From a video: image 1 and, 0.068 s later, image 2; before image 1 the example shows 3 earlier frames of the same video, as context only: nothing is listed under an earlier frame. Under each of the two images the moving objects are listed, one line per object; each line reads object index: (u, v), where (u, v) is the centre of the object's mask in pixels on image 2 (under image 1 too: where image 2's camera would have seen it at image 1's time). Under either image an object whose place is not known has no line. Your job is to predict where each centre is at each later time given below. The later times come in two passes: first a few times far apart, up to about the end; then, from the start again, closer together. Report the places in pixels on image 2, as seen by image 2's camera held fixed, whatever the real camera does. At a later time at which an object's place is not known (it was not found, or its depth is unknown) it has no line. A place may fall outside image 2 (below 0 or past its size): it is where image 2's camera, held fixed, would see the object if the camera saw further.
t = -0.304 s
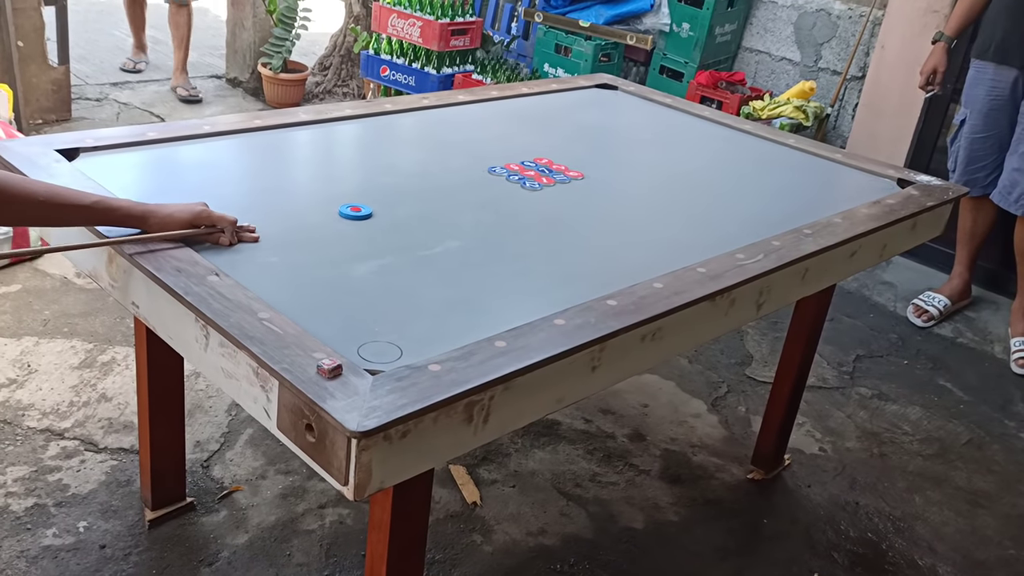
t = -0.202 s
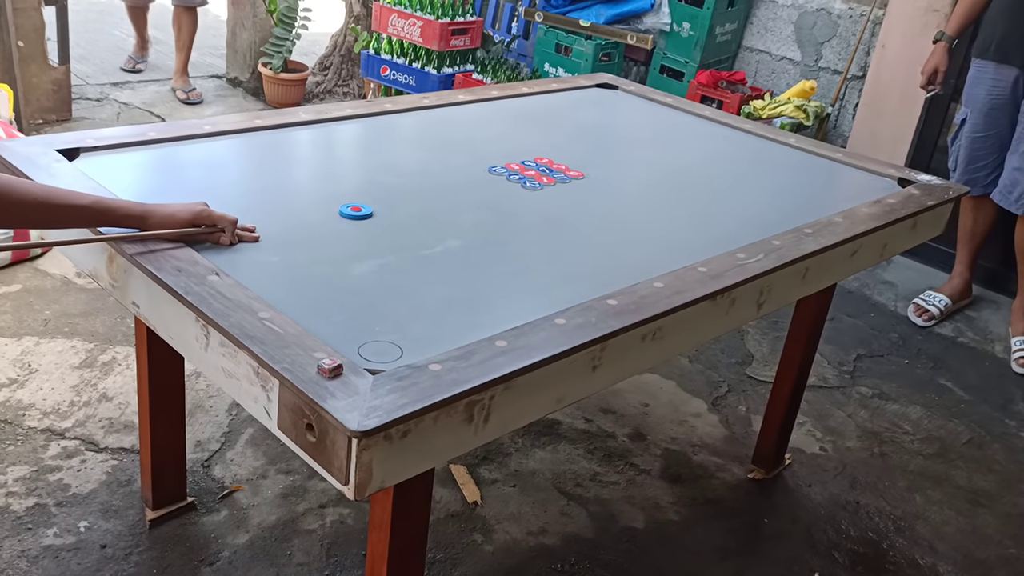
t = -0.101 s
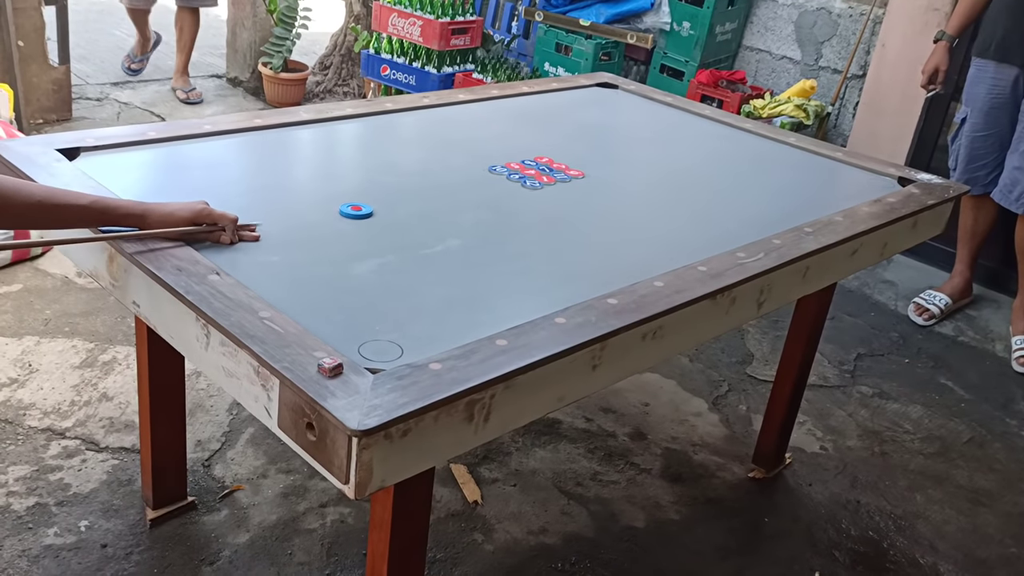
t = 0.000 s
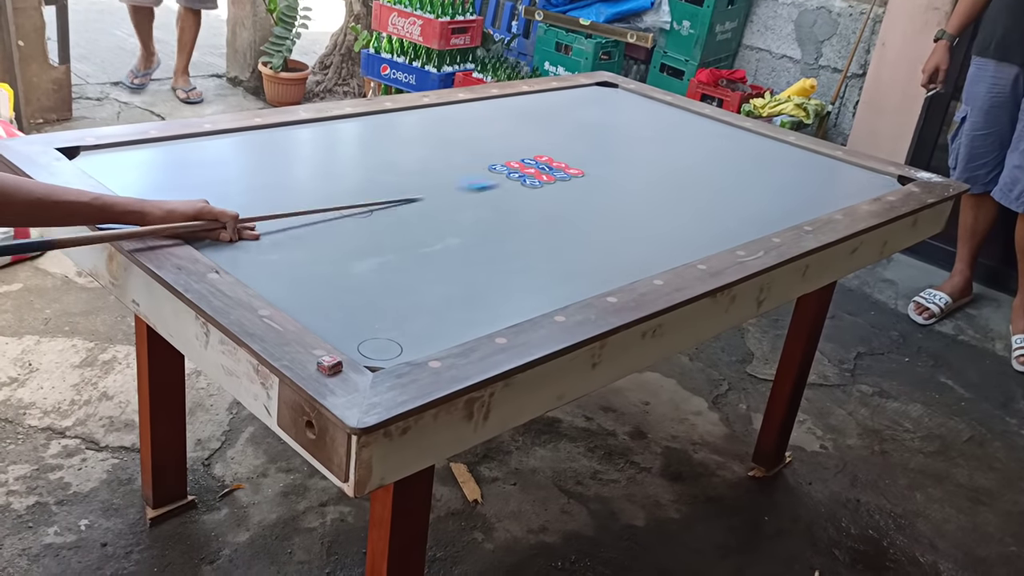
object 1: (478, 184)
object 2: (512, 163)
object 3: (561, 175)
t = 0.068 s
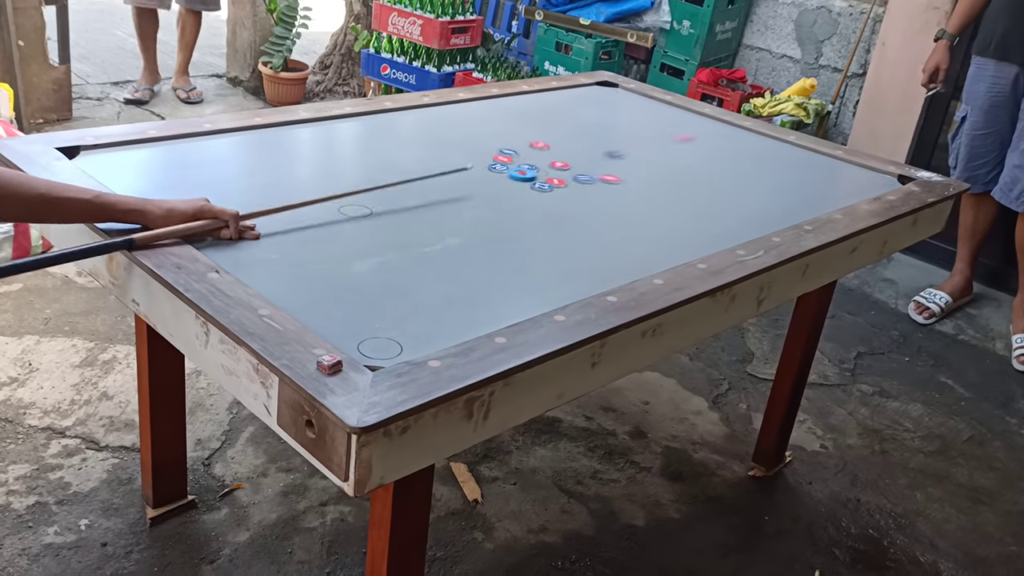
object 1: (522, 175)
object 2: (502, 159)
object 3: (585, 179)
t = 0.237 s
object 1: (580, 166)
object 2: (472, 146)
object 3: (670, 195)
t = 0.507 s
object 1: (605, 138)
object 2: (432, 130)
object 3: (676, 259)
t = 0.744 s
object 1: (584, 107)
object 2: (390, 124)
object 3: (525, 280)
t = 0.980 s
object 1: (587, 93)
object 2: (356, 119)
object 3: (351, 300)
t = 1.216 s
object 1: (635, 101)
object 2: (355, 123)
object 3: (328, 263)
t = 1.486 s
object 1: (674, 109)
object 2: (353, 125)
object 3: (371, 211)
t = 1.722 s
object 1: (680, 112)
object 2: (353, 125)
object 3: (398, 179)
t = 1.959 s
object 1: (677, 112)
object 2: (353, 125)
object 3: (418, 155)
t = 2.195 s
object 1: (678, 112)
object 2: (354, 125)
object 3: (430, 138)
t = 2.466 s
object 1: (678, 112)
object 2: (354, 125)
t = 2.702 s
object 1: (678, 112)
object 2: (354, 125)
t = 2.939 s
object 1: (678, 112)
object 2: (354, 126)
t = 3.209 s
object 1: (678, 112)
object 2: (354, 126)
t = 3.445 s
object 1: (678, 112)
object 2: (354, 125)
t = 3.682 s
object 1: (678, 112)
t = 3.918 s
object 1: (678, 112)
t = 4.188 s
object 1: (678, 112)
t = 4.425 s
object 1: (678, 112)
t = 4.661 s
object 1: (678, 112)
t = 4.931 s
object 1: (678, 112)
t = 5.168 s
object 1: (678, 112)
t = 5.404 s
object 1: (678, 112)
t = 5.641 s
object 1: (678, 112)
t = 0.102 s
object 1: (535, 173)
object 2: (495, 156)
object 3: (601, 182)
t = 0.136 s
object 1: (547, 171)
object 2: (489, 153)
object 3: (619, 185)
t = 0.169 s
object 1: (558, 169)
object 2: (483, 151)
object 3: (636, 188)
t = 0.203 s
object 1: (569, 167)
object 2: (477, 148)
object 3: (653, 192)
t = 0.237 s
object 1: (580, 166)
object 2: (472, 146)
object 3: (670, 195)
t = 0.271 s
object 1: (590, 164)
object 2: (466, 144)
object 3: (686, 198)
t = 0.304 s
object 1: (600, 163)
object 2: (461, 141)
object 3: (715, 209)
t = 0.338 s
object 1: (609, 161)
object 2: (456, 139)
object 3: (710, 217)
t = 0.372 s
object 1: (618, 160)
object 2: (451, 137)
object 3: (704, 225)
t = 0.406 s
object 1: (617, 155)
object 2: (447, 135)
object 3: (697, 233)
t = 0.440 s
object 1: (612, 149)
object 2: (442, 133)
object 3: (691, 242)
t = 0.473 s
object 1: (608, 143)
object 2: (437, 131)
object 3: (684, 251)
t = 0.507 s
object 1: (605, 138)
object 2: (432, 130)
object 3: (676, 259)
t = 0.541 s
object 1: (601, 132)
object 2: (426, 129)
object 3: (659, 264)
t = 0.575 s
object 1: (598, 127)
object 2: (420, 128)
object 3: (639, 267)
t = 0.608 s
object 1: (595, 123)
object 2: (413, 127)
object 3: (616, 269)
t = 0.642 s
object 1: (592, 119)
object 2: (408, 126)
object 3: (594, 272)
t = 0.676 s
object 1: (589, 115)
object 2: (401, 125)
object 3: (572, 274)
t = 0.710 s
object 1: (586, 111)
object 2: (396, 125)
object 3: (548, 277)
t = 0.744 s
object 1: (584, 107)
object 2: (390, 124)
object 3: (525, 280)
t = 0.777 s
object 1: (582, 104)
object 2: (385, 123)
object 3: (501, 282)
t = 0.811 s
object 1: (579, 101)
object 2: (380, 122)
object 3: (477, 285)
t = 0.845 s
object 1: (577, 97)
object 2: (375, 121)
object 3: (453, 288)
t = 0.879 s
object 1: (575, 94)
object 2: (370, 121)
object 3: (428, 291)
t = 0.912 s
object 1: (572, 91)
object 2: (366, 121)
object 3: (403, 294)
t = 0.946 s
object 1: (580, 92)
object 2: (361, 120)
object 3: (377, 297)
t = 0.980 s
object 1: (587, 93)
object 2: (356, 119)
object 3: (351, 300)
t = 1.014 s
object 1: (595, 95)
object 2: (355, 119)
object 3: (324, 303)
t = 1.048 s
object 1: (602, 96)
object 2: (355, 120)
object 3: (297, 306)
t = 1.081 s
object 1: (609, 97)
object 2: (355, 121)
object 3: (296, 299)
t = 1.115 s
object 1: (616, 98)
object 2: (356, 122)
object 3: (305, 290)
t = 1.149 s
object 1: (623, 99)
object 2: (355, 122)
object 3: (313, 281)
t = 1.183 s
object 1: (629, 101)
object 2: (355, 123)
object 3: (320, 272)
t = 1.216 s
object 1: (635, 101)
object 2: (355, 123)
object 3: (328, 263)
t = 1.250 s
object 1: (641, 102)
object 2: (355, 124)
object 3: (334, 256)
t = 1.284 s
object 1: (647, 103)
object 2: (355, 124)
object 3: (340, 248)
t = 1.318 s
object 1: (652, 104)
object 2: (354, 124)
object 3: (346, 241)
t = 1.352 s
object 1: (658, 105)
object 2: (354, 124)
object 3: (352, 235)
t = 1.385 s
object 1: (663, 106)
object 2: (354, 125)
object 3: (358, 229)
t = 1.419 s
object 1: (668, 107)
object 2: (354, 125)
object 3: (363, 223)
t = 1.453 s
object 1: (672, 107)
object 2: (354, 125)
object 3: (367, 217)
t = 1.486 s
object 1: (674, 109)
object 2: (353, 125)
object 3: (371, 211)
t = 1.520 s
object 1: (676, 110)
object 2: (353, 125)
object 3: (376, 206)
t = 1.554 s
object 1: (678, 111)
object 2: (353, 125)
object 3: (381, 201)
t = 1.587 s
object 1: (680, 112)
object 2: (354, 125)
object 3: (384, 196)
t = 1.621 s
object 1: (681, 112)
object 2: (354, 125)
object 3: (388, 192)
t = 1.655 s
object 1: (681, 113)
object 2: (354, 125)
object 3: (391, 187)
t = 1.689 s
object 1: (680, 112)
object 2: (353, 125)
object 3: (395, 183)
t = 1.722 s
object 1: (680, 112)
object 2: (353, 125)
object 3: (398, 179)
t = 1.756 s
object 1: (679, 112)
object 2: (353, 125)
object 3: (402, 176)
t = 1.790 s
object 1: (679, 112)
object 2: (354, 125)
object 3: (405, 172)
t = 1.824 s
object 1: (678, 112)
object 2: (354, 125)
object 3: (408, 168)
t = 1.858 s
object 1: (678, 112)
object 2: (354, 125)
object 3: (410, 165)
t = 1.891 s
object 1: (678, 112)
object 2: (353, 125)
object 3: (413, 162)
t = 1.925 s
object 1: (678, 112)
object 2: (353, 125)
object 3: (416, 158)
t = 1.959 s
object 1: (677, 112)
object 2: (353, 125)
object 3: (418, 155)
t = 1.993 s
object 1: (677, 112)
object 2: (354, 125)
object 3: (420, 153)
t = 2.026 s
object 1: (677, 112)
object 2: (353, 125)
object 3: (422, 150)
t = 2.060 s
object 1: (677, 112)
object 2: (354, 125)
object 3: (424, 147)
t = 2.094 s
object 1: (677, 112)
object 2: (353, 125)
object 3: (426, 145)
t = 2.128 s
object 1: (678, 112)
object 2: (353, 125)
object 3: (427, 143)
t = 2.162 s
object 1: (678, 112)
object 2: (353, 125)
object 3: (429, 140)
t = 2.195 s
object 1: (678, 112)
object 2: (354, 125)
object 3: (430, 138)
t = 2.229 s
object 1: (678, 112)
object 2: (353, 125)
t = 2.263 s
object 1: (677, 112)
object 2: (353, 125)
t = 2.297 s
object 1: (678, 112)
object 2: (354, 125)
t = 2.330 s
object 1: (677, 112)
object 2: (354, 125)
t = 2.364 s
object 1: (678, 112)
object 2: (354, 125)
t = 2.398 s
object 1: (678, 112)
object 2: (353, 125)
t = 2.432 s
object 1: (678, 112)
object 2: (354, 125)
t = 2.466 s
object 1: (678, 112)
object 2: (354, 125)
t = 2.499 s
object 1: (678, 112)
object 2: (354, 126)
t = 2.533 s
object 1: (677, 112)
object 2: (354, 125)
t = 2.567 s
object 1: (677, 112)
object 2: (354, 125)
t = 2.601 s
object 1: (678, 112)
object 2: (353, 125)
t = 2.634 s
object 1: (678, 112)
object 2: (353, 125)
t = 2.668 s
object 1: (678, 112)
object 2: (354, 126)
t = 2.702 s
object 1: (678, 112)
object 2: (354, 125)
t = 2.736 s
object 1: (678, 112)
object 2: (354, 126)
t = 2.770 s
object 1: (678, 112)
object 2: (354, 125)
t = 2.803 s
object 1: (678, 112)
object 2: (354, 126)
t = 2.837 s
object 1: (678, 112)
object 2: (354, 126)
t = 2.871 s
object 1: (678, 112)
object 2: (354, 126)
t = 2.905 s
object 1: (678, 112)
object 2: (354, 126)
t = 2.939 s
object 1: (678, 112)
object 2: (354, 126)
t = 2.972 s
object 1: (678, 112)
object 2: (354, 126)
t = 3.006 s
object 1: (678, 112)
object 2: (354, 125)
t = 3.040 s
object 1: (678, 112)
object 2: (354, 126)
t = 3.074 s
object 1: (678, 112)
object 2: (354, 125)
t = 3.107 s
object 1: (678, 112)
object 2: (354, 126)
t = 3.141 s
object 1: (678, 112)
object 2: (354, 126)
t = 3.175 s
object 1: (678, 112)
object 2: (354, 126)
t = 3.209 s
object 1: (678, 112)
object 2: (354, 126)
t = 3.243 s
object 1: (677, 112)
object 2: (354, 126)
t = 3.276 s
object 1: (678, 112)
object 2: (354, 126)
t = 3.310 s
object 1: (678, 112)
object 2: (354, 126)
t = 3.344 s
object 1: (678, 112)
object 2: (354, 126)
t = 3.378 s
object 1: (678, 112)
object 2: (354, 126)
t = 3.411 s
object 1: (678, 112)
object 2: (354, 126)
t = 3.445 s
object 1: (678, 112)
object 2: (354, 125)
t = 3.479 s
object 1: (678, 112)
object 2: (354, 126)
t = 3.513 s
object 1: (678, 112)
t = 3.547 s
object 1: (678, 112)
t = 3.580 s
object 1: (678, 112)
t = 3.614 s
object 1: (678, 112)
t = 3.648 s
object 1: (678, 112)
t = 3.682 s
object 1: (678, 112)
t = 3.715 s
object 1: (678, 112)
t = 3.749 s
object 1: (678, 112)
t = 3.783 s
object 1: (678, 112)
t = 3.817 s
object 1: (678, 112)
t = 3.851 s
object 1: (678, 112)
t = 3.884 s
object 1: (678, 112)
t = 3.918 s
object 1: (678, 112)
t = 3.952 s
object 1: (678, 112)
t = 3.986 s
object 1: (678, 112)
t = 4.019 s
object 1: (678, 112)
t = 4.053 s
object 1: (678, 112)
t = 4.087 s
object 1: (678, 112)
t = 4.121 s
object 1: (678, 112)
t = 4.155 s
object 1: (678, 112)
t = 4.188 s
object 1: (678, 112)
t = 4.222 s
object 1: (678, 112)
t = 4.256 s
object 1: (678, 112)
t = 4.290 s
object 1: (678, 112)
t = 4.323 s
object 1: (678, 112)
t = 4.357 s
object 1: (678, 112)
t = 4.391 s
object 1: (678, 112)
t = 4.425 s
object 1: (678, 112)
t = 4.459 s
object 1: (678, 112)
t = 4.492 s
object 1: (678, 112)
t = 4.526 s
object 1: (678, 112)
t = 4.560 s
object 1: (678, 112)
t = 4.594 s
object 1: (678, 112)
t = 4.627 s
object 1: (678, 112)
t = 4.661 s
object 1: (678, 112)
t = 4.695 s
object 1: (678, 112)
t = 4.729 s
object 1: (678, 112)
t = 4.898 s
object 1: (678, 112)
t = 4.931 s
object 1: (678, 112)
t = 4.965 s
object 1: (678, 112)
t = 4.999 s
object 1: (678, 112)
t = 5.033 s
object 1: (678, 112)
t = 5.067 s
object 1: (678, 112)
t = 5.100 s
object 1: (678, 112)
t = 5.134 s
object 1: (678, 112)
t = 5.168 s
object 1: (678, 112)
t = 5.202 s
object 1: (678, 112)
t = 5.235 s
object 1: (678, 112)
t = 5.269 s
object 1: (678, 112)
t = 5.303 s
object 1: (678, 112)
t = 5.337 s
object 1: (678, 112)
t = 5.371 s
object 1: (678, 112)
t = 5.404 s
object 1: (678, 112)
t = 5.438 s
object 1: (678, 112)
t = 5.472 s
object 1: (678, 112)
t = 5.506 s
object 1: (678, 112)
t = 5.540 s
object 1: (678, 112)
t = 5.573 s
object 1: (678, 112)
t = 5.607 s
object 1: (678, 112)
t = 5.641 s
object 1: (678, 112)
